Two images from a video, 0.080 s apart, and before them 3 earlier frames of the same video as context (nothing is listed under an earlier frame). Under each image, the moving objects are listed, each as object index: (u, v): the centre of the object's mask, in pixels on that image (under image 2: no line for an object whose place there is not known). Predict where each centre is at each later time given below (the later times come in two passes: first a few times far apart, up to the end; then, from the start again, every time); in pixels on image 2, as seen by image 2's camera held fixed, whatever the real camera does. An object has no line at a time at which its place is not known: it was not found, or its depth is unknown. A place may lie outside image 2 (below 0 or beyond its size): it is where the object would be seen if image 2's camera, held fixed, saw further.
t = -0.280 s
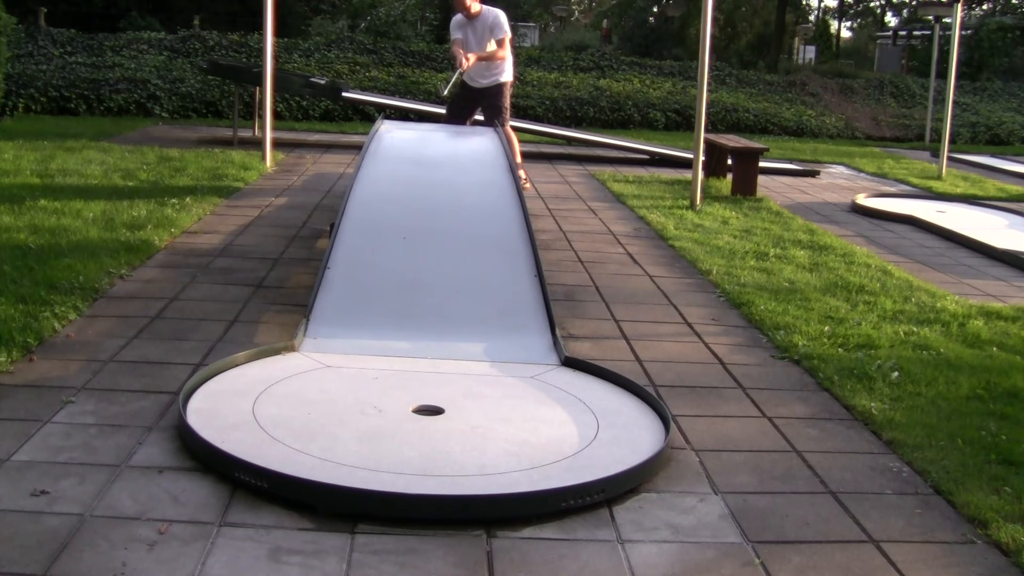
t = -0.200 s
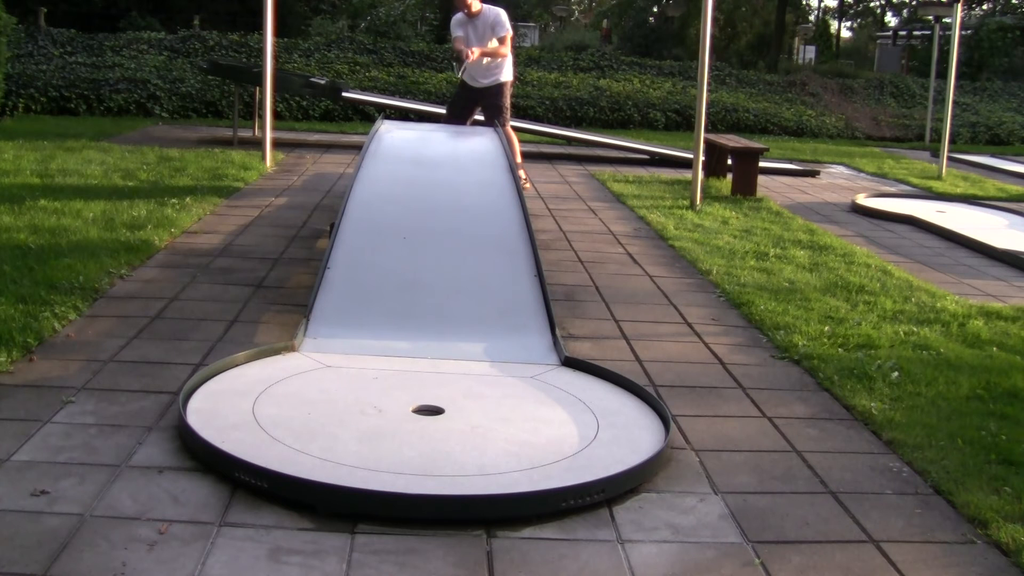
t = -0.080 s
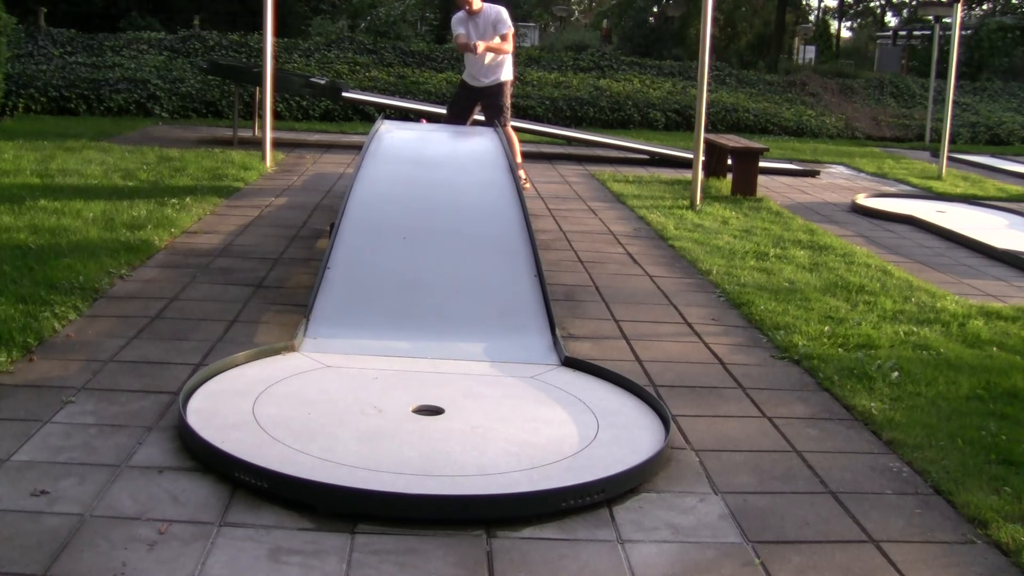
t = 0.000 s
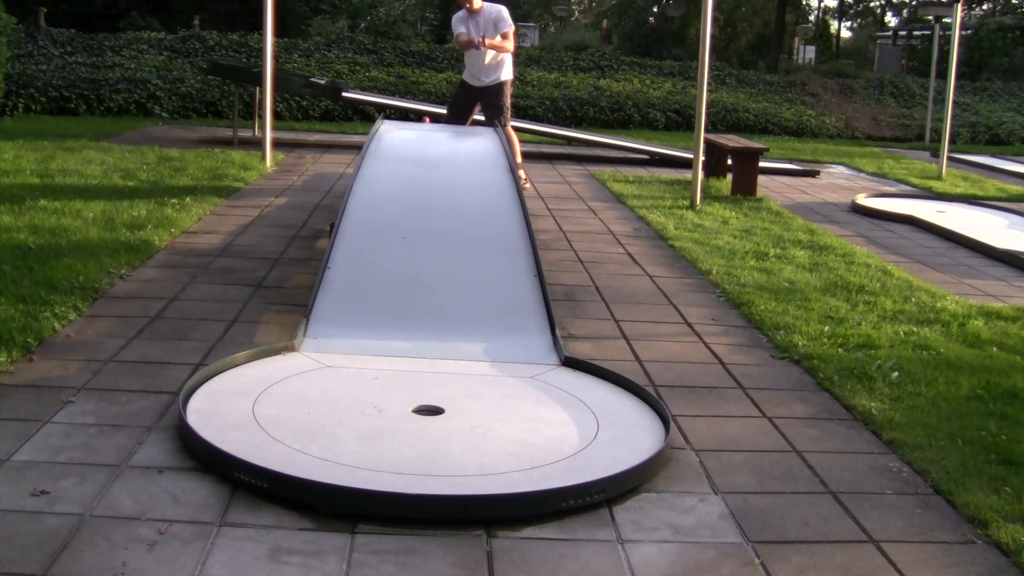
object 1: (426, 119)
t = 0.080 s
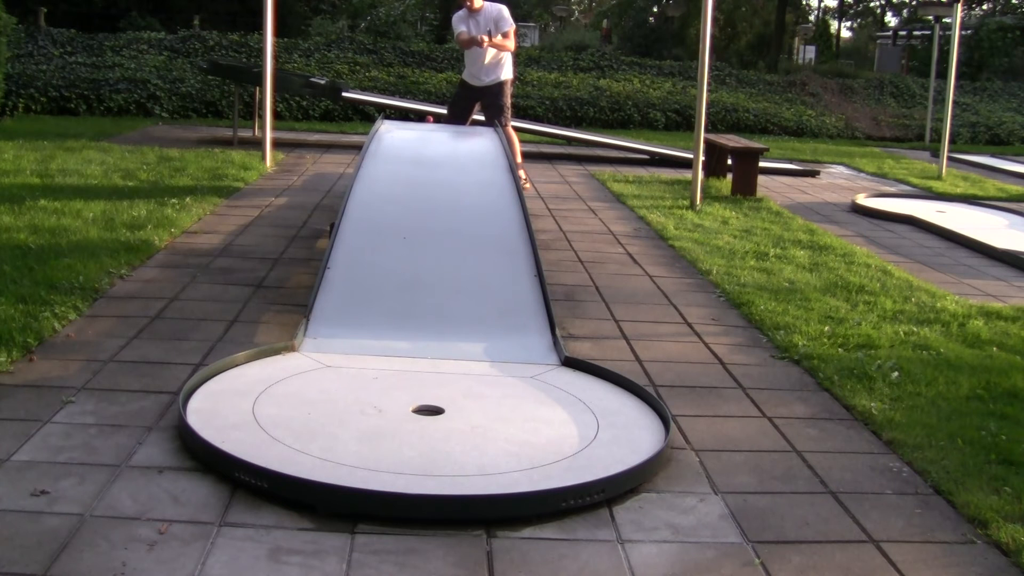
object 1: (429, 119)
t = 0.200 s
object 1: (436, 121)
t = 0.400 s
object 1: (448, 131)
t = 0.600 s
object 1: (465, 151)
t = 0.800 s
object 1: (484, 190)
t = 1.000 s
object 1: (507, 265)
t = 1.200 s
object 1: (539, 357)
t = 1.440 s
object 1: (594, 447)
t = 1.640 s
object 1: (486, 452)
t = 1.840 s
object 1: (318, 467)
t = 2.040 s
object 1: (231, 436)
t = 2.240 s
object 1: (198, 399)
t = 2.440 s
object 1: (216, 373)
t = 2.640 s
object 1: (268, 353)
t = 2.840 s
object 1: (329, 343)
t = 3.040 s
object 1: (390, 334)
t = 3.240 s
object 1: (448, 320)
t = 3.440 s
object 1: (507, 322)
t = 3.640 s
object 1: (545, 334)
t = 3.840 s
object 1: (524, 351)
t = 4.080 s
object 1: (501, 364)
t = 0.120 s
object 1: (431, 119)
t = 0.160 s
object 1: (433, 120)
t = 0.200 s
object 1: (436, 121)
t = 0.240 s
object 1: (438, 123)
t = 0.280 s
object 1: (441, 124)
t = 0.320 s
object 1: (443, 126)
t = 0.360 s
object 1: (446, 128)
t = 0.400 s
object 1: (448, 131)
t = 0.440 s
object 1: (452, 134)
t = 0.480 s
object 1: (455, 138)
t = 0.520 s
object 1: (458, 142)
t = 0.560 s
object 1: (461, 146)
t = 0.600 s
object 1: (465, 151)
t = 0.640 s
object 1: (468, 158)
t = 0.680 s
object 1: (472, 164)
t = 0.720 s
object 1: (476, 171)
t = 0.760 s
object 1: (480, 180)
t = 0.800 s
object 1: (484, 190)
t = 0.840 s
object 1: (488, 201)
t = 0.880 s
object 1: (493, 214)
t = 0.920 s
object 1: (498, 228)
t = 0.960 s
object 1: (502, 246)
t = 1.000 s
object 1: (507, 265)
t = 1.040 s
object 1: (513, 285)
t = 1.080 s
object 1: (518, 309)
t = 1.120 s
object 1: (525, 332)
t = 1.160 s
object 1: (532, 347)
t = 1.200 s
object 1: (539, 357)
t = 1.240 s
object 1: (546, 370)
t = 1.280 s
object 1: (554, 383)
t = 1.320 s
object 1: (563, 398)
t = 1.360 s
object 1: (573, 413)
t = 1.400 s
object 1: (583, 429)
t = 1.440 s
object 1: (594, 447)
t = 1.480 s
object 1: (606, 466)
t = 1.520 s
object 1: (593, 467)
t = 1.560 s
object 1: (558, 456)
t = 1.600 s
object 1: (522, 451)
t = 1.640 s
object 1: (486, 452)
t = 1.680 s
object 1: (449, 459)
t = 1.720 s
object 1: (413, 466)
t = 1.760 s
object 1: (382, 460)
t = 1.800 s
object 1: (350, 460)
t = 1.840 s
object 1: (318, 467)
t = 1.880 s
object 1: (285, 468)
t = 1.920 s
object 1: (267, 454)
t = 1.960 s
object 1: (254, 442)
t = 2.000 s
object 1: (242, 436)
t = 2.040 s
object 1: (231, 436)
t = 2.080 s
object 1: (217, 424)
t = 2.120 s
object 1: (204, 417)
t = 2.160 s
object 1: (192, 416)
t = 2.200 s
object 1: (194, 405)
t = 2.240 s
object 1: (198, 399)
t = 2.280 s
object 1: (200, 394)
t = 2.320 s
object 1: (201, 390)
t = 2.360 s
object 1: (202, 383)
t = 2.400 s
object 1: (208, 378)
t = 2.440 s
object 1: (216, 373)
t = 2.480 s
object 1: (226, 368)
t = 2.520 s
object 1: (234, 364)
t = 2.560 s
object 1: (243, 360)
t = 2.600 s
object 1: (256, 356)
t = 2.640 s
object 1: (268, 353)
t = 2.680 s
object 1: (280, 351)
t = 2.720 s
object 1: (292, 348)
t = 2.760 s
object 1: (305, 345)
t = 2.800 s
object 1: (318, 344)
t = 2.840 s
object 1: (329, 343)
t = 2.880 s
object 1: (342, 341)
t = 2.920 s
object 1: (354, 339)
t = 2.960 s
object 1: (366, 337)
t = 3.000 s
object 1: (378, 335)
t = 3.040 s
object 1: (390, 334)
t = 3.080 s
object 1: (402, 330)
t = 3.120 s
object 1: (413, 327)
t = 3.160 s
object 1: (425, 325)
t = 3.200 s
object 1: (437, 321)
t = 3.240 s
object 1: (448, 320)
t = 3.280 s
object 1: (460, 319)
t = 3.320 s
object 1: (472, 318)
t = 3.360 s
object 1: (483, 319)
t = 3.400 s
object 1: (495, 319)
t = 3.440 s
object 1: (507, 322)
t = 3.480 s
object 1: (518, 324)
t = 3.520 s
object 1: (529, 328)
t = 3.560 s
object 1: (541, 331)
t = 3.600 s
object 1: (550, 334)
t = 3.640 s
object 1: (545, 334)
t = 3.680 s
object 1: (539, 340)
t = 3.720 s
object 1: (535, 343)
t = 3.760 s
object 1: (531, 347)
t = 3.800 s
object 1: (528, 349)
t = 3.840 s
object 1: (524, 351)
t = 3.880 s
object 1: (520, 353)
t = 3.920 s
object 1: (517, 355)
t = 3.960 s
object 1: (513, 357)
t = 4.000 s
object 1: (509, 359)
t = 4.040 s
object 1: (505, 361)
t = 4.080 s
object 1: (501, 364)
